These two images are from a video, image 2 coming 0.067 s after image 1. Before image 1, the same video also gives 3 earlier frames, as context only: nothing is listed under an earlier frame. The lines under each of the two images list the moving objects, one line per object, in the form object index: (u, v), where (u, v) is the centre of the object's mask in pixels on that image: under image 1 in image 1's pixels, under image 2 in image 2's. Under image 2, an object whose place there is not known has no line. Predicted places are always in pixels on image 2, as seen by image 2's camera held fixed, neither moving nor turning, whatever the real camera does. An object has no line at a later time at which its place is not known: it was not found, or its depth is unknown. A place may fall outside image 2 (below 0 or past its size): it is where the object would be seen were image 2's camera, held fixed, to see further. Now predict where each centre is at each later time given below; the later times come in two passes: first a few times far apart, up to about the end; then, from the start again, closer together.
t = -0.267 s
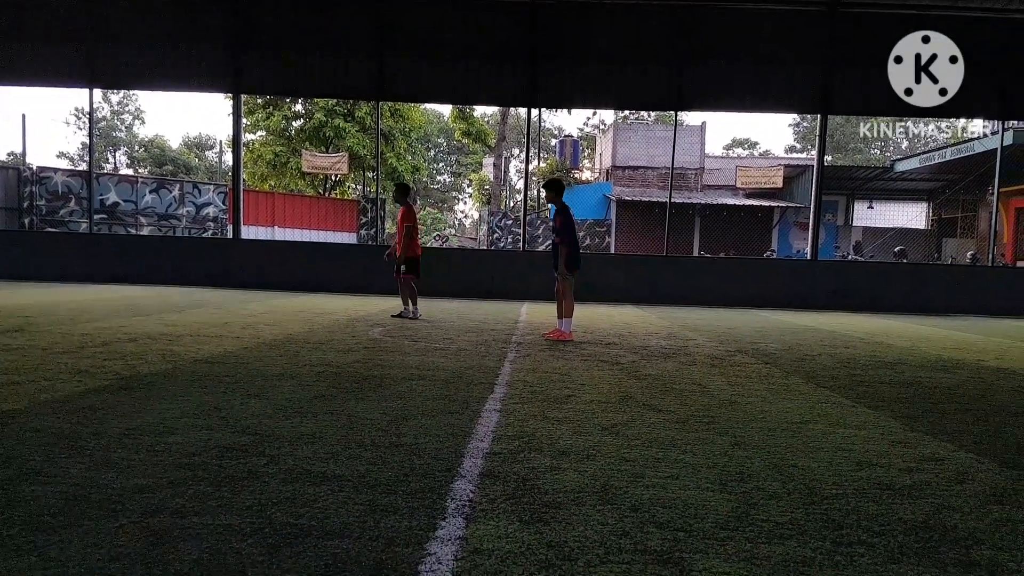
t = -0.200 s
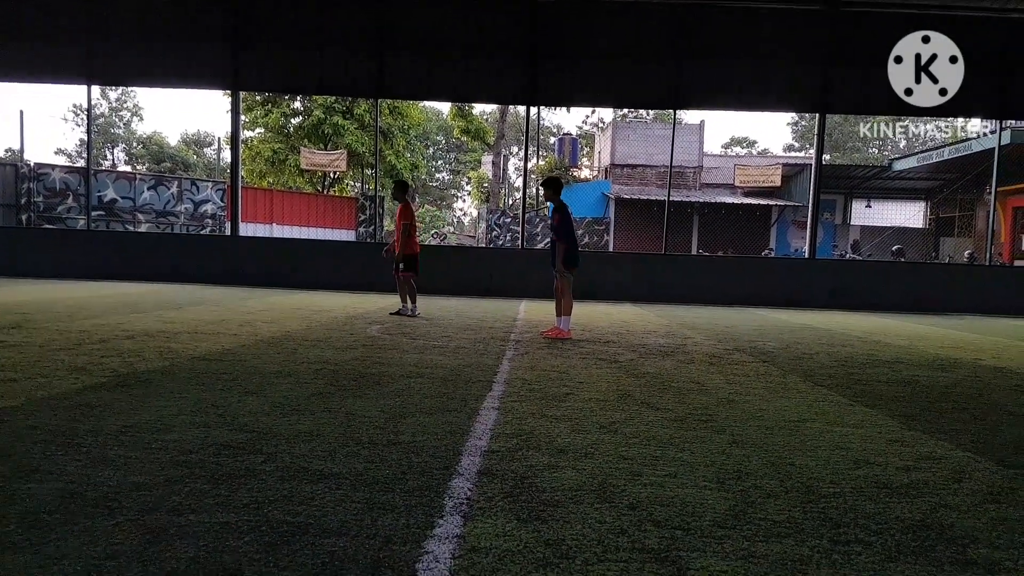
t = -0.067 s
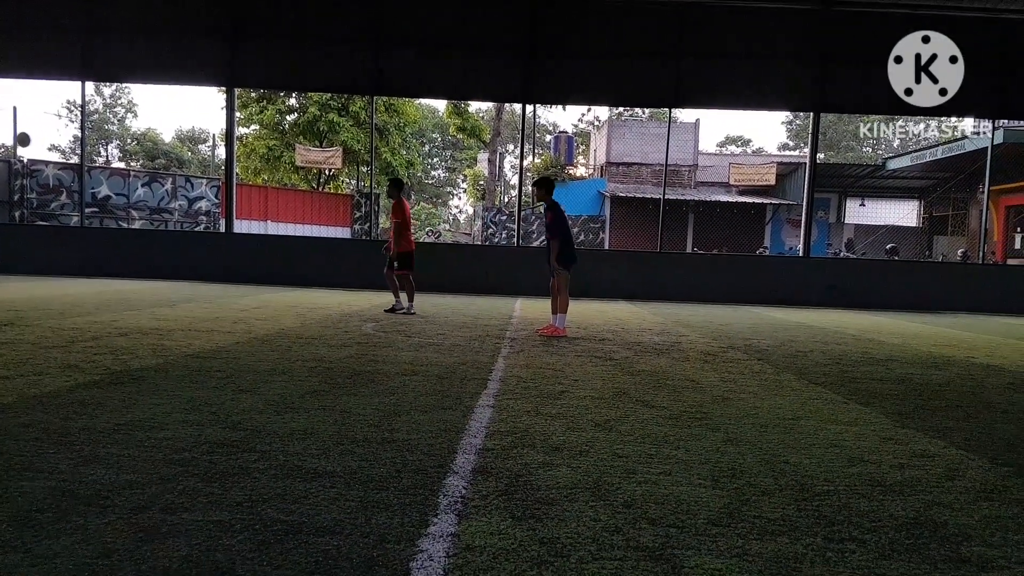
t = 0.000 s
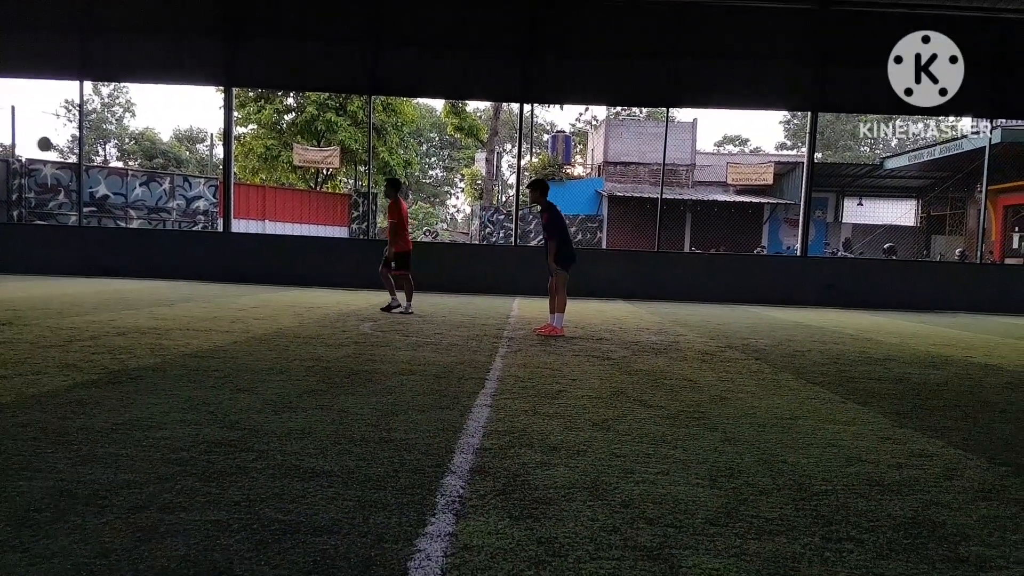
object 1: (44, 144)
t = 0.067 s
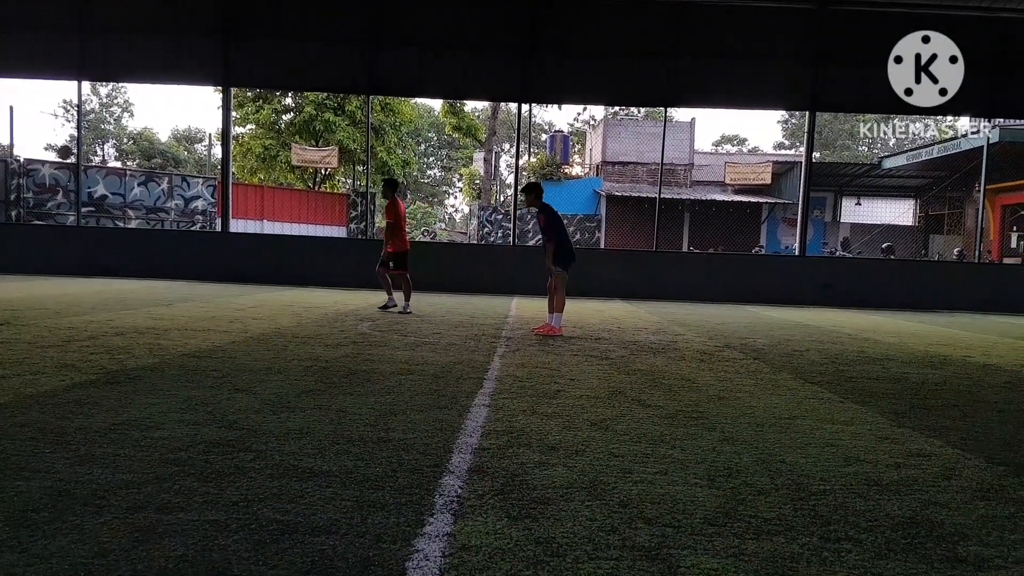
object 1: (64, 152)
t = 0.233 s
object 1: (120, 188)
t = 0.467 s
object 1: (192, 271)
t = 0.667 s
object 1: (237, 273)
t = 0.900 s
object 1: (281, 271)
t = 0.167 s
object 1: (97, 171)
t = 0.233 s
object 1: (120, 188)
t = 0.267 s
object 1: (130, 197)
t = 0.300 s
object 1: (140, 207)
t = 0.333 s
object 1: (152, 219)
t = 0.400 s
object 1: (172, 244)
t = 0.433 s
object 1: (182, 257)
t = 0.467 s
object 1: (192, 271)
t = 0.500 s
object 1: (203, 287)
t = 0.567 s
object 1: (218, 286)
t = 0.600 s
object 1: (224, 281)
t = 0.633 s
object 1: (231, 277)
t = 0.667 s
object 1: (237, 273)
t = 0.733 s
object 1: (250, 268)
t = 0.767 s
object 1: (256, 268)
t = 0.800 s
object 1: (262, 267)
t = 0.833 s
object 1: (269, 268)
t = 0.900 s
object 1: (281, 271)
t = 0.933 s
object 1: (287, 273)
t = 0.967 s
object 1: (293, 277)
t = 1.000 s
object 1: (299, 282)
